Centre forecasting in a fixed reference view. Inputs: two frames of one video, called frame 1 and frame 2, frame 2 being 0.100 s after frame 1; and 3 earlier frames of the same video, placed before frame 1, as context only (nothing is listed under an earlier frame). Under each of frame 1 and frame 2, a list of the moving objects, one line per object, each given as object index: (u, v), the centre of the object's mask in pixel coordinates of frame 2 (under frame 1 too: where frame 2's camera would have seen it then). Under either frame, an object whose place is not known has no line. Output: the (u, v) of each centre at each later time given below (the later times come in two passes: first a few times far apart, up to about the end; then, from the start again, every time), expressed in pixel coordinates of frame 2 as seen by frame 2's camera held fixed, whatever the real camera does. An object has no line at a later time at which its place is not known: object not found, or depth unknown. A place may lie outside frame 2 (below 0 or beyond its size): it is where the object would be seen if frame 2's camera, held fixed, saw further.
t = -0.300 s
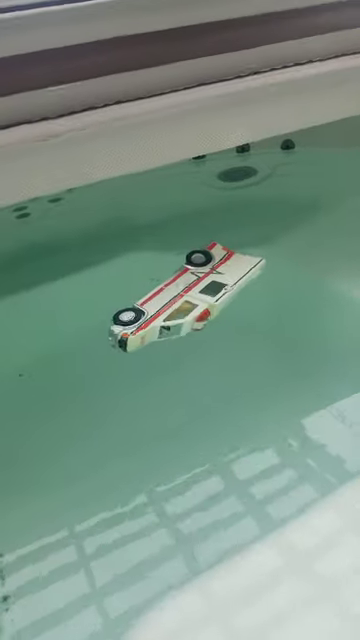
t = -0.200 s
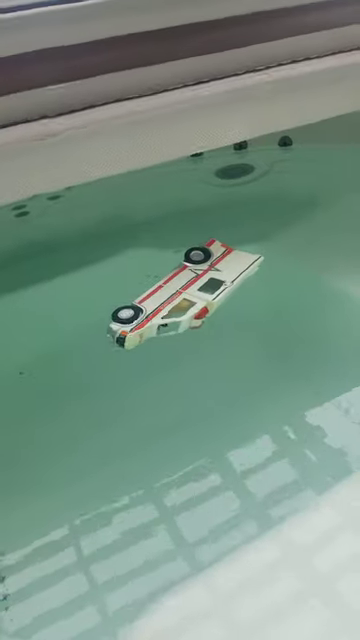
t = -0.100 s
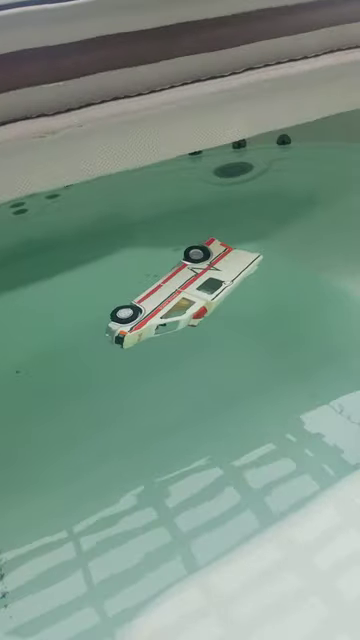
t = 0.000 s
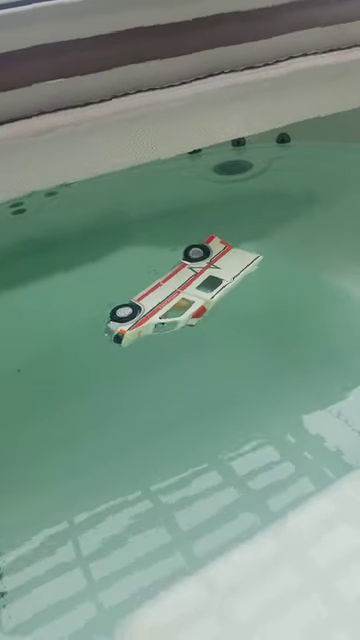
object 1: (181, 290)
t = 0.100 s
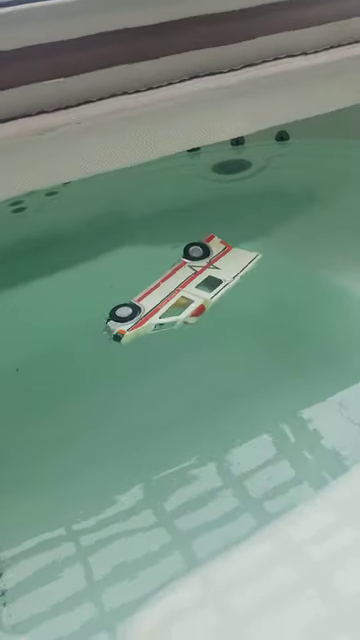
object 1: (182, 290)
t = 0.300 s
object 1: (183, 290)
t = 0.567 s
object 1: (183, 289)
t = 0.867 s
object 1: (181, 292)
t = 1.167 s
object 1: (178, 294)
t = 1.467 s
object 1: (176, 295)
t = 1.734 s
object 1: (175, 296)
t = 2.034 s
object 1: (175, 297)
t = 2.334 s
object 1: (174, 299)
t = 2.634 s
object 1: (175, 301)
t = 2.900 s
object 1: (176, 302)
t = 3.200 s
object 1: (178, 303)
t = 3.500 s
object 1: (179, 303)
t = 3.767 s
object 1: (179, 304)
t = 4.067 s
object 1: (180, 305)
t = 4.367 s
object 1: (181, 306)
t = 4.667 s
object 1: (181, 306)
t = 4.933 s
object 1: (181, 307)
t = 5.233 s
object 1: (181, 308)
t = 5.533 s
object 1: (181, 310)
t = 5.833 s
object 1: (181, 311)
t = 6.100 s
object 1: (180, 313)
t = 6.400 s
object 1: (180, 316)
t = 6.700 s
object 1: (179, 318)
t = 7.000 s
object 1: (178, 321)
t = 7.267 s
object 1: (177, 324)
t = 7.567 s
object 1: (175, 327)
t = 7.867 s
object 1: (173, 330)
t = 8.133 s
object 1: (172, 333)
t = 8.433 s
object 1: (171, 337)
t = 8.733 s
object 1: (172, 336)
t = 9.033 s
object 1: (170, 338)
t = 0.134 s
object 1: (182, 290)
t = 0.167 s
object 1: (181, 290)
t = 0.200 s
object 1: (182, 290)
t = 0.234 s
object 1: (182, 290)
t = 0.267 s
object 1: (182, 290)
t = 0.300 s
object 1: (183, 290)
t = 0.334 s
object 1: (183, 289)
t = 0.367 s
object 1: (183, 289)
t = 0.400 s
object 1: (183, 289)
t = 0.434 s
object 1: (183, 289)
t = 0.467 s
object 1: (184, 289)
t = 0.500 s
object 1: (184, 289)
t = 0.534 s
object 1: (184, 289)
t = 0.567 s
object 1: (183, 289)
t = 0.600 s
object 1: (183, 290)
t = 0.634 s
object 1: (182, 290)
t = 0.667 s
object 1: (182, 290)
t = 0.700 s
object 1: (182, 290)
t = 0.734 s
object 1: (182, 291)
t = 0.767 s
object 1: (182, 291)
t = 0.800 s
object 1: (181, 291)
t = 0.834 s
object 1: (181, 292)
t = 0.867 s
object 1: (181, 292)
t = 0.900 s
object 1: (181, 292)
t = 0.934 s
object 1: (180, 293)
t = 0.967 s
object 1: (180, 293)
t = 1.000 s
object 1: (180, 293)
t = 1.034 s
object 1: (179, 294)
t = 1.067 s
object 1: (179, 294)
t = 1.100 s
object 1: (179, 294)
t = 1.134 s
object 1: (179, 294)
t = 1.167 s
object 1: (178, 294)
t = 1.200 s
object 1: (178, 294)
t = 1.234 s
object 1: (178, 294)
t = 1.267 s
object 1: (178, 294)
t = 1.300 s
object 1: (178, 295)
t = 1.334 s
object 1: (177, 295)
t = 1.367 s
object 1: (177, 295)
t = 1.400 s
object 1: (177, 295)
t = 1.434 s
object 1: (177, 295)
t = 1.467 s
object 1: (176, 295)
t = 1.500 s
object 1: (176, 296)
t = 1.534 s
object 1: (176, 296)
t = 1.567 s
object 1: (176, 296)
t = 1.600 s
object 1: (175, 296)
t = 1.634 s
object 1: (175, 296)
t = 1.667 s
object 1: (175, 296)
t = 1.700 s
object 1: (175, 296)
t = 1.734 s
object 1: (175, 296)
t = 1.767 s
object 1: (175, 297)
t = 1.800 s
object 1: (174, 297)
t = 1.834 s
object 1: (174, 297)
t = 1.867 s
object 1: (174, 297)
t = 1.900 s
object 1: (174, 297)
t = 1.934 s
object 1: (174, 297)
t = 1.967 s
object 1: (175, 297)
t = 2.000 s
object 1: (175, 297)
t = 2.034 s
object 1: (175, 297)
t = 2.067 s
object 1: (174, 298)
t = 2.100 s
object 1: (174, 298)
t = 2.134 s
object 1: (174, 298)
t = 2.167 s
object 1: (174, 298)
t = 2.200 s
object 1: (174, 298)
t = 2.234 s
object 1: (174, 298)
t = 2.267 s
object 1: (174, 299)
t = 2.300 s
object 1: (174, 299)
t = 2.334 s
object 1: (174, 299)
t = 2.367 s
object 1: (174, 299)
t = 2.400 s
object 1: (174, 299)
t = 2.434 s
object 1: (174, 299)
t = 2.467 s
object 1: (174, 300)
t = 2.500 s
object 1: (174, 300)
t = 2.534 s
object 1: (174, 300)
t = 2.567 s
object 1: (175, 300)
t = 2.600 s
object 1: (175, 301)
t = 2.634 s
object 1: (175, 301)
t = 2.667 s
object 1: (175, 301)
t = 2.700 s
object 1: (175, 301)
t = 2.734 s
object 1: (175, 301)
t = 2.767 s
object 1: (176, 301)
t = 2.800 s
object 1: (176, 301)
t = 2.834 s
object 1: (176, 301)
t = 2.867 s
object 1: (176, 302)
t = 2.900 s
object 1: (176, 302)
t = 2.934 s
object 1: (176, 302)
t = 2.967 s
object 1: (177, 302)
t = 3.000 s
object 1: (177, 302)
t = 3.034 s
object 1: (177, 302)
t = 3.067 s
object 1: (177, 302)
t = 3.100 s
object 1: (177, 302)
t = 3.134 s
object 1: (177, 302)
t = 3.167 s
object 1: (178, 302)
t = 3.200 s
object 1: (178, 303)
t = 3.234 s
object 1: (178, 302)
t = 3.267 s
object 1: (178, 303)
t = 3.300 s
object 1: (178, 303)
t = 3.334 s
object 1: (178, 303)
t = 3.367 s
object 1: (178, 303)
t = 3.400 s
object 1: (179, 303)
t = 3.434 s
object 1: (178, 303)
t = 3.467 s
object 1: (178, 303)
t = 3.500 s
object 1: (179, 303)
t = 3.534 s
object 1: (178, 303)
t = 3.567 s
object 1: (179, 303)
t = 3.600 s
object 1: (179, 303)
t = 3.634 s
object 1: (179, 304)
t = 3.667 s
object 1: (179, 304)
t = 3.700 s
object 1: (179, 304)
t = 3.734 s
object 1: (179, 304)
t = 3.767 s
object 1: (179, 304)
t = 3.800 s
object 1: (179, 304)
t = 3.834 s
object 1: (180, 304)
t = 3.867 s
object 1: (180, 304)
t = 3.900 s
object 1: (180, 304)
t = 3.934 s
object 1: (180, 304)
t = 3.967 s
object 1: (180, 305)
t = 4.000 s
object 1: (180, 305)
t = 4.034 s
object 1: (180, 305)
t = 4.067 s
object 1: (180, 305)
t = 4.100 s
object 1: (180, 305)
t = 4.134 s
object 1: (180, 305)
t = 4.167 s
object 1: (180, 305)
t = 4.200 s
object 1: (180, 305)
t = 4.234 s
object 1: (180, 305)
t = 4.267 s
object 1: (181, 306)
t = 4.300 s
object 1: (180, 306)
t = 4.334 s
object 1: (181, 306)
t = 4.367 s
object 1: (181, 306)
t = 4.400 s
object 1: (180, 306)
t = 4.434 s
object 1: (180, 306)
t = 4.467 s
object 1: (181, 306)
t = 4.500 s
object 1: (181, 306)
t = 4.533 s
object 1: (181, 306)
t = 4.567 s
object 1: (181, 306)
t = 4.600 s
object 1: (181, 306)
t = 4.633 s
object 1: (181, 306)
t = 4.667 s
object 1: (181, 306)
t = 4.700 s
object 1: (181, 307)
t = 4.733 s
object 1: (181, 307)
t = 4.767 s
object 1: (181, 307)
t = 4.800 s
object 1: (181, 307)
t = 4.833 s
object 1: (181, 307)
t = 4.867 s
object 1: (181, 307)
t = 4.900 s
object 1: (181, 307)
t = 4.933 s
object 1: (181, 307)
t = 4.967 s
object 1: (181, 307)
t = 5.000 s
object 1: (181, 307)
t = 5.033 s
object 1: (181, 307)
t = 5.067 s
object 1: (181, 307)
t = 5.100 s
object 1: (181, 308)
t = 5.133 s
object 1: (181, 308)
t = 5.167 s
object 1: (181, 308)
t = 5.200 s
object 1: (181, 308)
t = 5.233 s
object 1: (181, 308)
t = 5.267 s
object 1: (181, 308)
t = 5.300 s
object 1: (181, 309)
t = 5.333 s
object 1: (181, 309)
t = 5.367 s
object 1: (181, 309)
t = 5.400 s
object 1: (181, 309)
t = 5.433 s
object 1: (181, 309)
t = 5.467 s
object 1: (181, 309)
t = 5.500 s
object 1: (181, 310)
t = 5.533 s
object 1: (181, 310)
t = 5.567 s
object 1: (181, 310)
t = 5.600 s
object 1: (181, 310)
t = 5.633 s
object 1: (181, 310)
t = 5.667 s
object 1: (181, 311)
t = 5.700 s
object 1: (181, 311)
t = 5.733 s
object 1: (181, 311)
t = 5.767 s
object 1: (181, 311)
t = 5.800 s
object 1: (180, 311)
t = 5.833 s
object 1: (181, 311)
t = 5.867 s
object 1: (181, 311)
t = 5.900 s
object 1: (180, 312)
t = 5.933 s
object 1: (180, 312)
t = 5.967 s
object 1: (181, 312)
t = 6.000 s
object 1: (180, 312)
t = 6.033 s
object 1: (180, 313)
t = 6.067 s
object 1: (180, 313)
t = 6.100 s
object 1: (180, 313)
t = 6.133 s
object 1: (180, 314)
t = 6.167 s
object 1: (180, 314)
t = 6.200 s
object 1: (180, 314)
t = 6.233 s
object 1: (180, 314)
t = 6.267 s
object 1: (180, 315)
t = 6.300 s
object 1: (180, 315)
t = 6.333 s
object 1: (180, 315)
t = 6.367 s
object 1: (179, 316)
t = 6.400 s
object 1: (180, 316)
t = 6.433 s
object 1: (179, 316)
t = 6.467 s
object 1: (180, 316)
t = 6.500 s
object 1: (179, 317)
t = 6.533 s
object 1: (179, 317)
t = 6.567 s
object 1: (179, 317)
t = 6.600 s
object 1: (179, 317)
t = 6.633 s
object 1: (179, 318)
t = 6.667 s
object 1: (179, 318)
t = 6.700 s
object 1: (179, 318)
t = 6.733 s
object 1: (179, 319)
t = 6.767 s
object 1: (179, 319)
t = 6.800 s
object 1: (179, 319)
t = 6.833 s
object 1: (178, 320)
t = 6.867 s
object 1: (178, 320)
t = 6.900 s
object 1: (178, 320)
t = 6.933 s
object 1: (178, 320)
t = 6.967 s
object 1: (178, 321)
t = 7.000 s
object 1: (178, 321)
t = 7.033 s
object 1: (177, 321)
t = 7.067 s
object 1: (178, 322)
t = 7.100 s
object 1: (177, 322)
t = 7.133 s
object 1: (177, 322)
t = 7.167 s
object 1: (177, 323)
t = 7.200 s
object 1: (177, 323)
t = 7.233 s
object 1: (177, 324)
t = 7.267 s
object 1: (177, 324)
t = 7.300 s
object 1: (176, 324)
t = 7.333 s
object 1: (176, 325)
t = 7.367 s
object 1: (176, 325)
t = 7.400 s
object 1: (176, 325)
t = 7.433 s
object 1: (176, 326)
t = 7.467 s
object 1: (175, 326)
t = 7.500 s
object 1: (175, 326)
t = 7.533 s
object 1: (175, 327)
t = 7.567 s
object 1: (175, 327)
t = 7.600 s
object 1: (175, 327)
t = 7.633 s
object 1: (175, 328)
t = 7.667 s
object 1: (175, 328)
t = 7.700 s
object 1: (174, 329)
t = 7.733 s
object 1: (174, 329)
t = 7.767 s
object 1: (174, 329)
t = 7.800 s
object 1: (174, 329)
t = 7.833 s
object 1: (173, 330)
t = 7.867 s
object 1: (173, 330)
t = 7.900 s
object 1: (173, 330)
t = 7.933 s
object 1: (173, 331)
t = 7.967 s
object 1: (173, 331)
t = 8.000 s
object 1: (173, 331)
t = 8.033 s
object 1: (173, 332)
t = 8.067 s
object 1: (172, 332)
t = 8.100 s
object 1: (172, 332)
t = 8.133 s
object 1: (172, 333)
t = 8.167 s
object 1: (172, 333)
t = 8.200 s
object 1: (172, 334)
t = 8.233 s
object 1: (172, 335)
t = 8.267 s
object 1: (172, 335)
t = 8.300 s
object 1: (172, 335)
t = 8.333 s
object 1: (172, 335)
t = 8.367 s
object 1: (171, 336)
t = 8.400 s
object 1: (171, 336)
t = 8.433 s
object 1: (171, 337)
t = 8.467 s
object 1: (171, 337)
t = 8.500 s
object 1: (171, 337)
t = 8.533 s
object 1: (171, 337)
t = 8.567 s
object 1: (171, 337)
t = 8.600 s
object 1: (172, 337)
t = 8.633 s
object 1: (172, 337)
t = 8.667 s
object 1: (172, 336)
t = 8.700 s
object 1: (172, 336)
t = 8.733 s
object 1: (172, 336)
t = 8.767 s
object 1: (172, 336)
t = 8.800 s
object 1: (172, 336)
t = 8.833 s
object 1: (172, 336)
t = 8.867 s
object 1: (172, 336)
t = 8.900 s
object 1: (171, 337)
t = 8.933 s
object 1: (171, 337)
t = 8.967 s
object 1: (171, 337)
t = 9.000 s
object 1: (171, 337)
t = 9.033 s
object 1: (170, 338)
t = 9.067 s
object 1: (170, 338)
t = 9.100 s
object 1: (170, 339)
